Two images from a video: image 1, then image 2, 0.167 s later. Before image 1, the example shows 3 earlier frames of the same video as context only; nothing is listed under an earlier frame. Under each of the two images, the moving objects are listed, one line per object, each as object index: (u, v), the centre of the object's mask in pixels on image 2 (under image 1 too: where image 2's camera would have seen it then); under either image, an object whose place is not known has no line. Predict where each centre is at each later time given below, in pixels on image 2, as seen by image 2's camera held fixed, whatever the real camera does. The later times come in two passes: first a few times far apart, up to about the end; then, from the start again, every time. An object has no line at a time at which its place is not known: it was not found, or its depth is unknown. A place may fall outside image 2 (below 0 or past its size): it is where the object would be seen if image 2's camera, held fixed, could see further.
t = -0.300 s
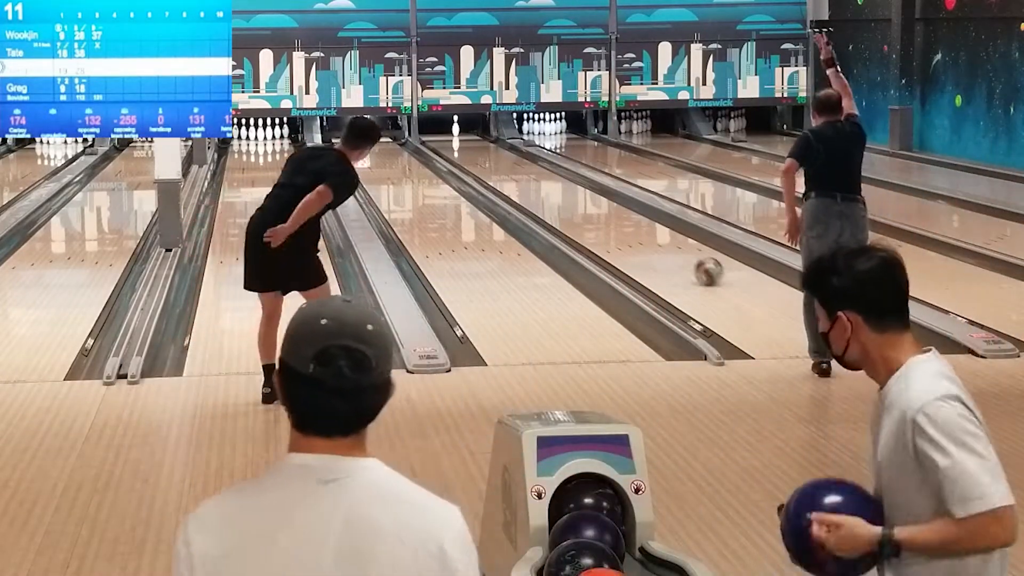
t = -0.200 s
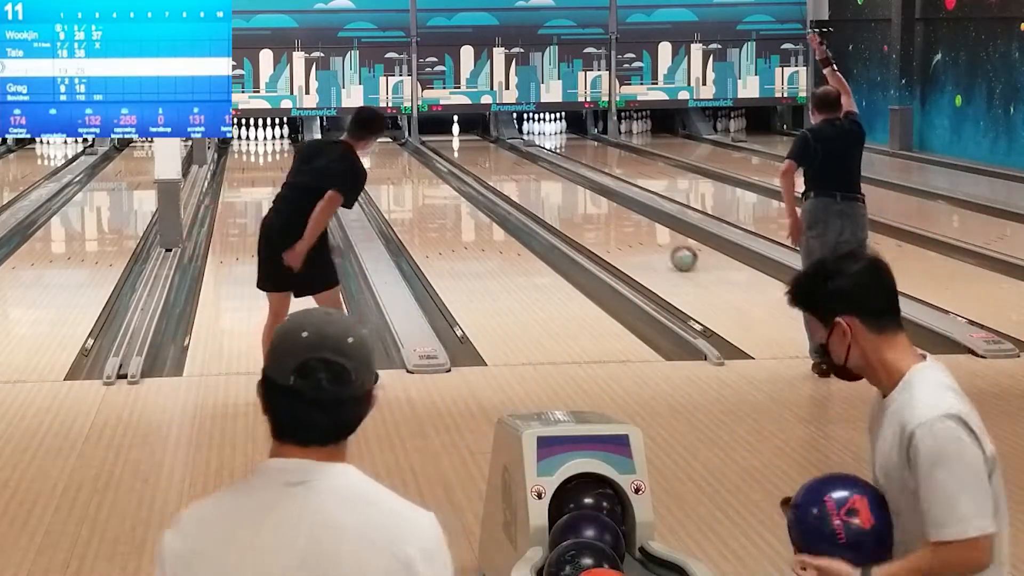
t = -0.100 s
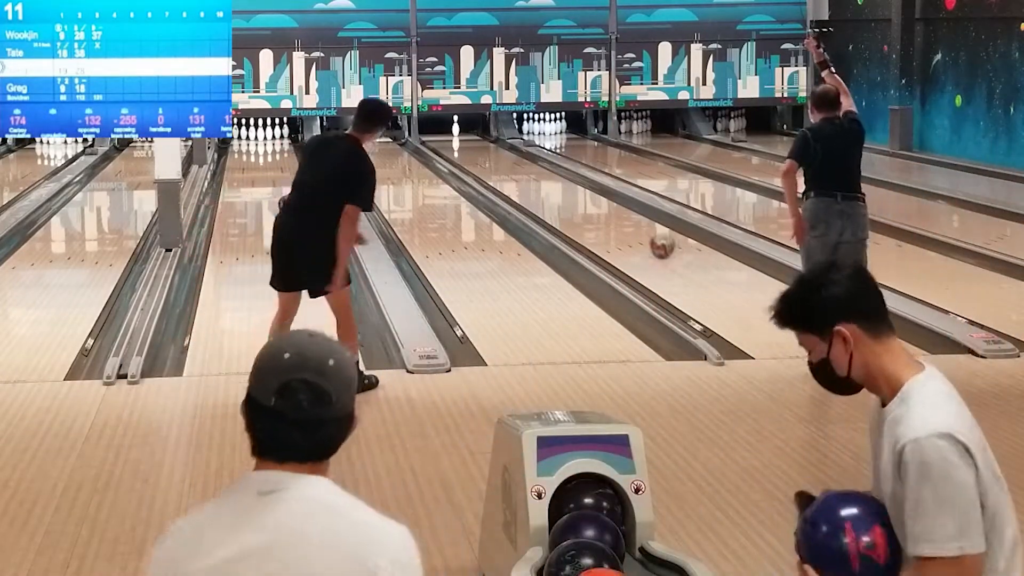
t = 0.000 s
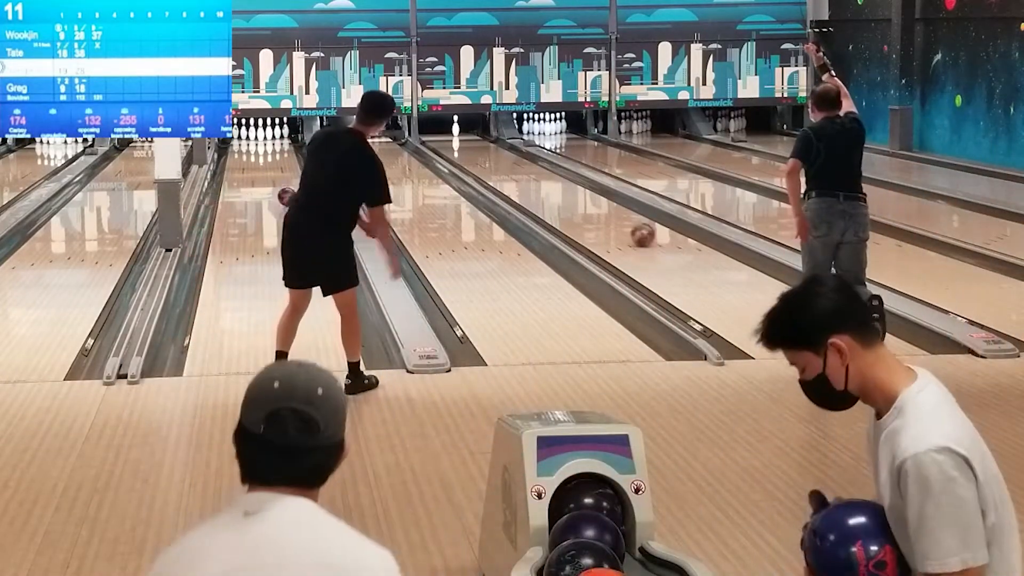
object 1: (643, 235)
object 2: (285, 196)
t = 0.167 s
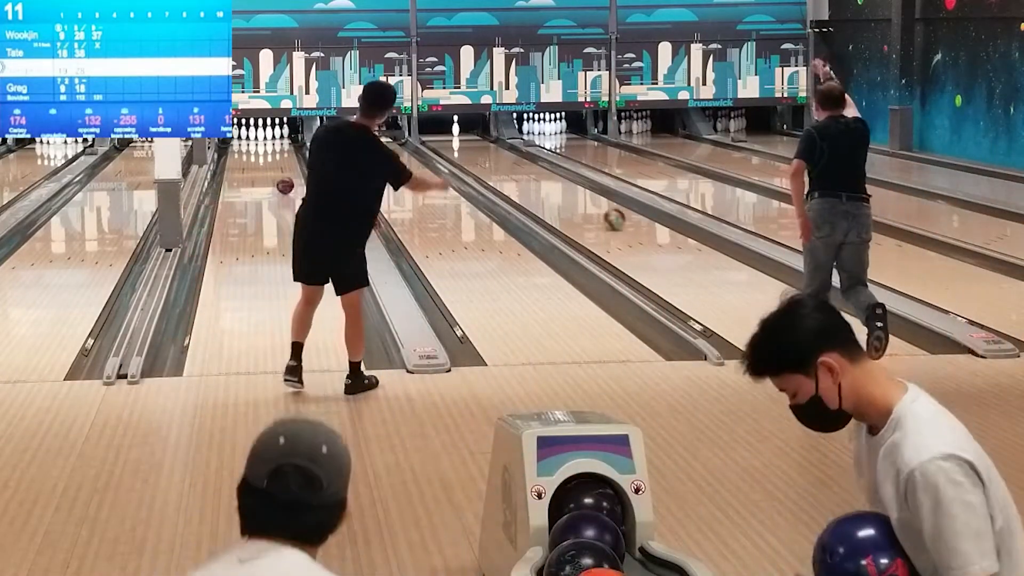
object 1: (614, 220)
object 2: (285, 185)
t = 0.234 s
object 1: (604, 214)
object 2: (284, 181)
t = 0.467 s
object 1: (572, 197)
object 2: (282, 168)
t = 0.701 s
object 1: (546, 183)
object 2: (280, 158)
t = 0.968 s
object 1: (522, 169)
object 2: (275, 148)
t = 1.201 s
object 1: (503, 159)
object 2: (270, 141)
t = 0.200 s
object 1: (609, 217)
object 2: (285, 183)
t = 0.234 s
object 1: (604, 214)
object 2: (284, 181)
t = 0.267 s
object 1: (599, 211)
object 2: (284, 179)
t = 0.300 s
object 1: (594, 209)
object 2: (284, 177)
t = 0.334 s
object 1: (590, 206)
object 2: (283, 175)
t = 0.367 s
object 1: (585, 204)
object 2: (283, 173)
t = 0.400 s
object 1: (581, 201)
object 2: (283, 172)
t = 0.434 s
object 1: (576, 199)
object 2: (283, 170)
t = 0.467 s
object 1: (572, 197)
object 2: (282, 168)
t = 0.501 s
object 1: (568, 194)
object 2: (282, 166)
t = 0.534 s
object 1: (565, 192)
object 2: (281, 165)
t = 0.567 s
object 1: (561, 190)
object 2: (281, 164)
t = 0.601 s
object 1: (557, 188)
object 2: (281, 161)
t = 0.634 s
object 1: (554, 186)
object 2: (280, 161)
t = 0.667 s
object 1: (550, 184)
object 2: (280, 160)
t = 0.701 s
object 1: (546, 183)
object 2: (280, 158)
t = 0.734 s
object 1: (542, 182)
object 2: (279, 156)
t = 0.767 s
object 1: (540, 179)
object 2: (279, 155)
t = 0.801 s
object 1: (537, 177)
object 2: (278, 154)
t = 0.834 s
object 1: (534, 175)
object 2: (278, 153)
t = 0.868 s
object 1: (530, 175)
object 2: (277, 152)
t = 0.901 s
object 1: (528, 172)
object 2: (276, 150)
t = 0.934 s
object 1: (525, 171)
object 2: (276, 149)
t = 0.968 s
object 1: (522, 169)
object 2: (275, 148)
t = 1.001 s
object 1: (519, 168)
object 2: (275, 147)
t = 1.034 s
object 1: (517, 166)
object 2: (274, 145)
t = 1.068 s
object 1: (514, 165)
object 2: (273, 145)
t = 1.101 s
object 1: (512, 163)
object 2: (272, 144)
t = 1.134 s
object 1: (508, 163)
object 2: (271, 143)
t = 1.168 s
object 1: (506, 162)
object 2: (270, 142)
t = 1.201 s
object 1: (503, 159)
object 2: (270, 141)
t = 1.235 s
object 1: (501, 157)
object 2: (269, 140)
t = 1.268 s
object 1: (499, 157)
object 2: (268, 139)
